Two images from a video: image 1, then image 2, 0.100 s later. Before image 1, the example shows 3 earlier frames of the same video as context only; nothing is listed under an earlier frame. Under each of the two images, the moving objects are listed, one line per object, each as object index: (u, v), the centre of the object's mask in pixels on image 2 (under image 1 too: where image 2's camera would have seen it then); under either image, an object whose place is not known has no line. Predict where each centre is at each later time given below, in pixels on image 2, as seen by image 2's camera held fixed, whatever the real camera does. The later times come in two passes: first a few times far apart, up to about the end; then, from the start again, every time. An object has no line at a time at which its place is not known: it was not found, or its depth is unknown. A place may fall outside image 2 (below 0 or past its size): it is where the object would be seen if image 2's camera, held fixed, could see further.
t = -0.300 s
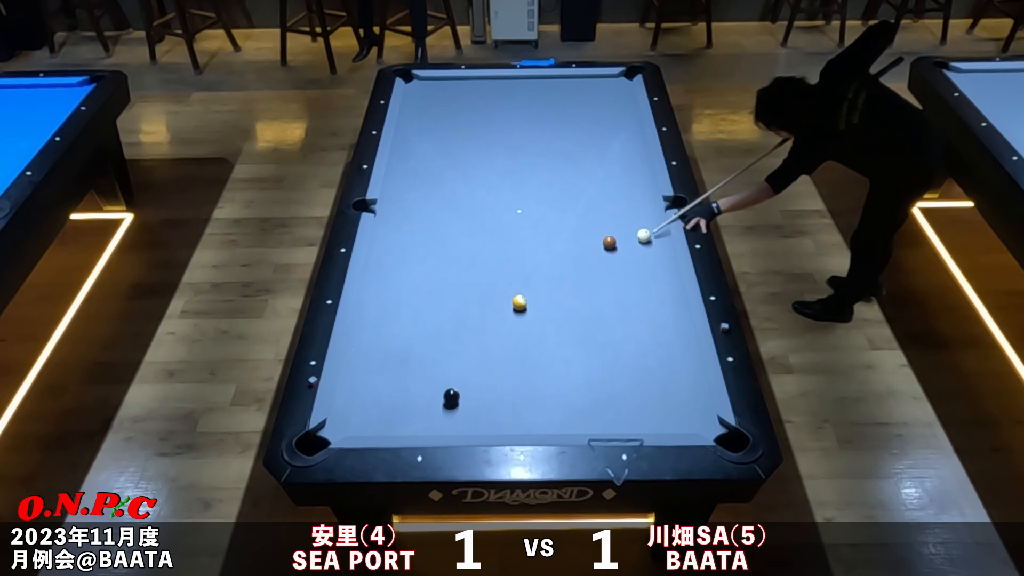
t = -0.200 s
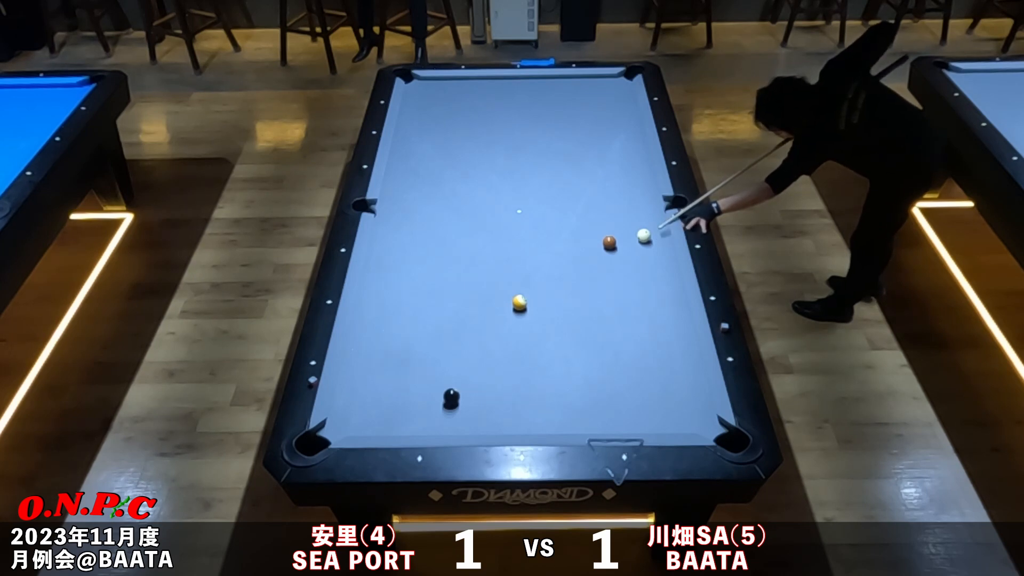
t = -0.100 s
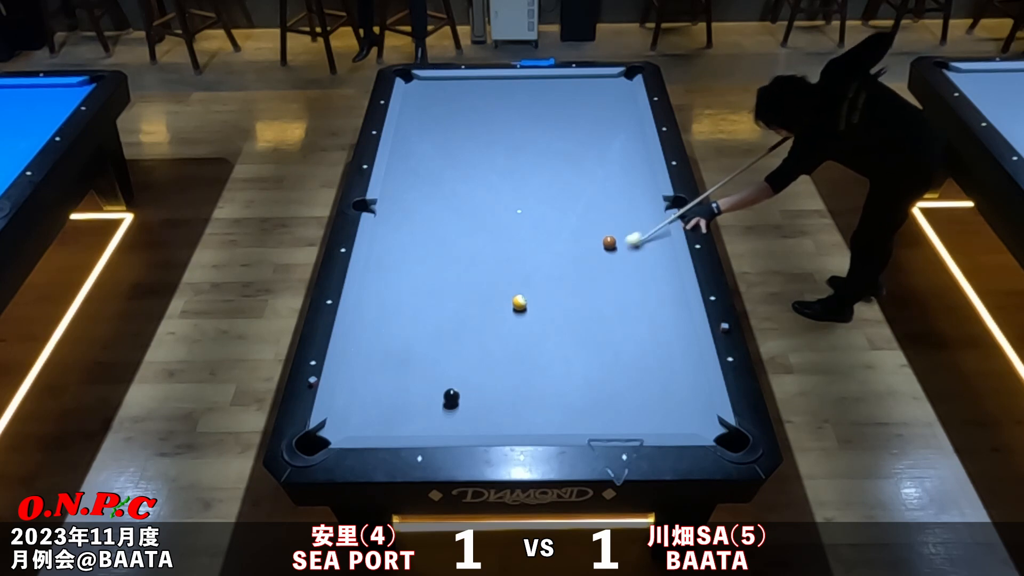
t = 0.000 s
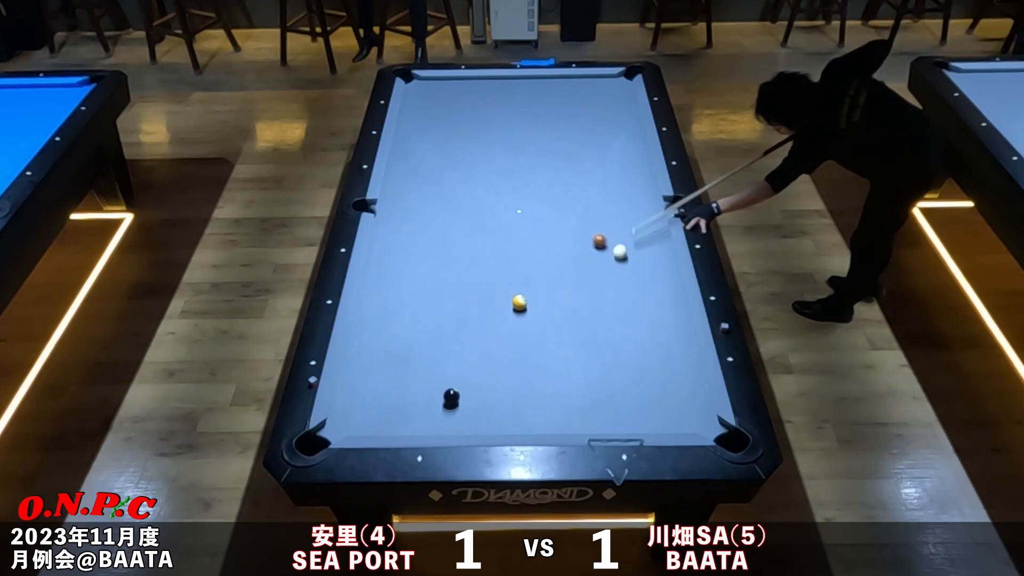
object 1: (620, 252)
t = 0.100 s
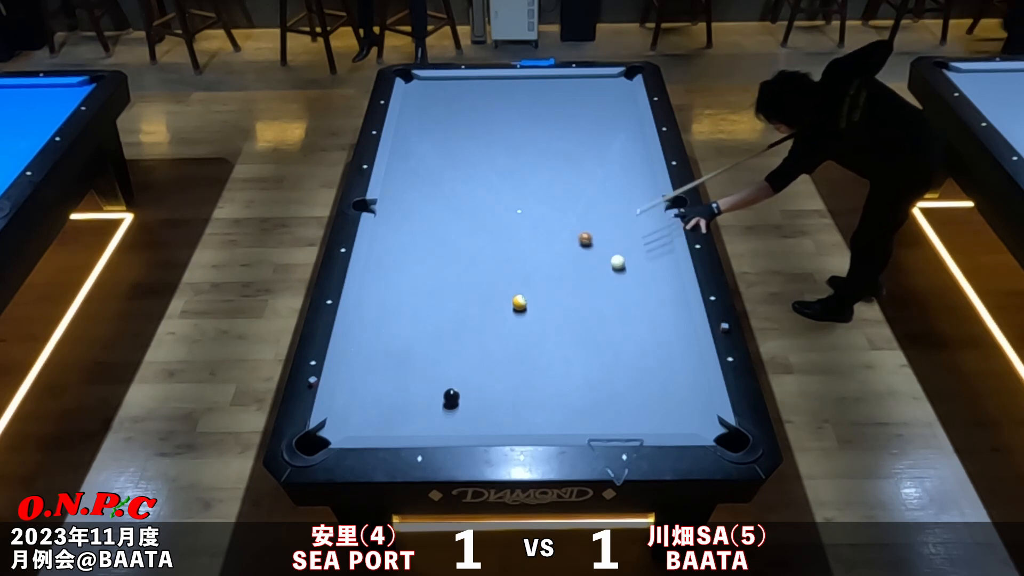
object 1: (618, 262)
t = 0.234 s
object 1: (616, 275)
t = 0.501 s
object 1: (614, 298)
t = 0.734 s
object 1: (612, 320)
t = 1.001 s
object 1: (610, 345)
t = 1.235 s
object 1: (609, 367)
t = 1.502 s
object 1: (607, 393)
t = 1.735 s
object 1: (605, 415)
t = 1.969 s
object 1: (603, 424)
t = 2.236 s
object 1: (600, 411)
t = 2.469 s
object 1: (598, 400)
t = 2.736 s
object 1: (595, 391)
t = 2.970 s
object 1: (593, 384)
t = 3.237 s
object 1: (591, 377)
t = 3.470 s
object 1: (590, 373)
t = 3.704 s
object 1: (589, 369)
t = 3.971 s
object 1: (588, 367)
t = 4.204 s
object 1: (588, 366)
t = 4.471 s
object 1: (589, 365)
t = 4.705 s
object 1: (589, 365)
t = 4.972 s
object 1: (589, 365)
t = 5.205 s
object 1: (589, 365)
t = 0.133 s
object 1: (617, 265)
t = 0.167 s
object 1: (617, 268)
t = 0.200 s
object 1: (617, 271)
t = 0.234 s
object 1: (616, 275)
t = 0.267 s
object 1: (616, 277)
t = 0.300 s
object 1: (616, 280)
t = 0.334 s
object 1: (616, 283)
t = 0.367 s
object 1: (615, 286)
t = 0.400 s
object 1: (615, 289)
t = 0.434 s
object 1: (615, 292)
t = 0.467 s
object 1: (614, 295)
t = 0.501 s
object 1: (614, 298)
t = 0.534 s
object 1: (614, 301)
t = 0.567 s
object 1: (613, 304)
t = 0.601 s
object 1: (613, 307)
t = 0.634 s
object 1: (613, 310)
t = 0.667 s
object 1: (613, 313)
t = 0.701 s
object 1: (612, 316)
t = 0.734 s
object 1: (612, 320)
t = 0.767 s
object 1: (612, 323)
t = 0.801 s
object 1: (612, 326)
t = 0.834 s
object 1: (611, 329)
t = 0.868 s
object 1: (611, 332)
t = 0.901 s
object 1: (611, 335)
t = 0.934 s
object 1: (611, 339)
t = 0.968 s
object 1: (610, 342)
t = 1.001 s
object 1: (610, 345)
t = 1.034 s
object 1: (610, 348)
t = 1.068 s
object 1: (610, 351)
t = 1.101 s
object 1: (609, 354)
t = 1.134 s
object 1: (609, 357)
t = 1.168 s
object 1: (609, 360)
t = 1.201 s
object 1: (609, 364)
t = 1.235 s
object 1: (609, 367)
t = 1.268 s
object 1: (608, 370)
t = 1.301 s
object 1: (608, 374)
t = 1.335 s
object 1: (608, 377)
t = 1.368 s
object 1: (608, 380)
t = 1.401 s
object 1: (607, 383)
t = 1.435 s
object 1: (607, 387)
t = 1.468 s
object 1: (607, 390)
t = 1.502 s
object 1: (607, 393)
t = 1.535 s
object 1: (607, 396)
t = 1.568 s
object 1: (607, 399)
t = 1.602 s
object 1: (606, 402)
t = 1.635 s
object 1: (606, 406)
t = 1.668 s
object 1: (606, 409)
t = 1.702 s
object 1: (606, 412)
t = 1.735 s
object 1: (605, 415)
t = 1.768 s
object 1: (605, 418)
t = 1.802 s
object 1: (605, 421)
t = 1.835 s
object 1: (605, 424)
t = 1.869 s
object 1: (604, 426)
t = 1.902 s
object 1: (604, 426)
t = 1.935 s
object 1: (604, 425)
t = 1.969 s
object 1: (603, 424)
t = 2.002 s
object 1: (603, 422)
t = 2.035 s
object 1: (603, 420)
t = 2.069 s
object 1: (602, 419)
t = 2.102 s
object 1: (602, 417)
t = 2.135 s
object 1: (601, 415)
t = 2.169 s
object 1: (601, 414)
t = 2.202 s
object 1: (601, 412)
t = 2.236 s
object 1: (600, 411)
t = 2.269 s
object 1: (600, 409)
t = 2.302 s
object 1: (599, 408)
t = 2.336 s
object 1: (599, 406)
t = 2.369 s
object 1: (599, 405)
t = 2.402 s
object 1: (598, 403)
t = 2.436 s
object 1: (598, 402)
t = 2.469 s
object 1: (598, 400)
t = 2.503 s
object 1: (597, 399)
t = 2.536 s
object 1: (597, 398)
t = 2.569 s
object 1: (597, 397)
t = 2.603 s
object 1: (597, 396)
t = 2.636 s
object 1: (596, 394)
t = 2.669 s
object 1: (596, 393)
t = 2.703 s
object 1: (596, 392)
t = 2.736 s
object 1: (595, 391)
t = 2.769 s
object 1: (595, 390)
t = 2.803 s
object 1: (595, 389)
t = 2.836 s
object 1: (594, 388)
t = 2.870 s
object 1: (594, 387)
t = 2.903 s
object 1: (594, 386)
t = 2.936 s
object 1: (594, 385)
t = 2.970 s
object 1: (593, 384)
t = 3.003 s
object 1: (593, 383)
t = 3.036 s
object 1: (593, 382)
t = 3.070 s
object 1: (593, 381)
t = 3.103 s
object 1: (592, 380)
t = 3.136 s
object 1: (592, 379)
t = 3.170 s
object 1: (592, 379)
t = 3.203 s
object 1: (592, 378)
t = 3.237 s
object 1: (591, 377)
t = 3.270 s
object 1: (591, 377)
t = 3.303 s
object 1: (591, 376)
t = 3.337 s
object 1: (591, 375)
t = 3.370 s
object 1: (590, 375)
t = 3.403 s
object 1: (590, 374)
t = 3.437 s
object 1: (590, 373)
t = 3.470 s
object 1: (590, 373)
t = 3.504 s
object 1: (590, 372)
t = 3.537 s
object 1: (590, 372)
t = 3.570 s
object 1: (589, 371)
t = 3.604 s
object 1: (589, 371)
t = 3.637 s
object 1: (589, 370)
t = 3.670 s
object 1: (589, 370)
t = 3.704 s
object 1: (589, 369)
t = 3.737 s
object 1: (588, 369)
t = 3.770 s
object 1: (588, 369)
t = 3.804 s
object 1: (588, 368)
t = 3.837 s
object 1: (588, 368)
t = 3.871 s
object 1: (588, 367)
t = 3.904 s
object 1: (588, 367)
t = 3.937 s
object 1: (588, 367)
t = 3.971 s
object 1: (588, 367)
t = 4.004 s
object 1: (588, 366)
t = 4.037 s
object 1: (588, 366)
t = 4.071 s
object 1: (588, 366)
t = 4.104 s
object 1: (588, 366)
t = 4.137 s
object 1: (588, 366)
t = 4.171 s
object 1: (588, 366)
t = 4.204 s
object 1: (588, 366)
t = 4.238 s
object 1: (588, 365)
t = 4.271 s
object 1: (588, 365)
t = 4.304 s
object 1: (588, 365)
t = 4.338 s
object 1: (589, 365)
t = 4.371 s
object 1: (589, 365)
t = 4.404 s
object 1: (589, 365)
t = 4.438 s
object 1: (589, 365)
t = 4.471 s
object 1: (589, 365)
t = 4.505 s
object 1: (589, 365)
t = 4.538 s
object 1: (589, 365)
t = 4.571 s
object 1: (589, 365)
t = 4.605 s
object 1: (589, 365)
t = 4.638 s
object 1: (589, 365)
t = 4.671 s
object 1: (589, 365)
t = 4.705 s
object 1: (589, 365)
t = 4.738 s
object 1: (589, 365)
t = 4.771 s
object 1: (589, 365)
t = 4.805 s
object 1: (589, 365)
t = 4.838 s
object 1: (589, 365)
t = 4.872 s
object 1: (589, 365)
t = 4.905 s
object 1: (589, 365)
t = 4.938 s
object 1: (589, 365)
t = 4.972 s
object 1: (589, 365)
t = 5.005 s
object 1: (589, 365)
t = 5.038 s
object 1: (589, 365)
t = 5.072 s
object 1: (589, 365)
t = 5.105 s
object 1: (589, 365)
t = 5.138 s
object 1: (589, 365)
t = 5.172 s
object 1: (589, 365)
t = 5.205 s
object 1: (589, 365)
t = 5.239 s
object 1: (589, 365)
